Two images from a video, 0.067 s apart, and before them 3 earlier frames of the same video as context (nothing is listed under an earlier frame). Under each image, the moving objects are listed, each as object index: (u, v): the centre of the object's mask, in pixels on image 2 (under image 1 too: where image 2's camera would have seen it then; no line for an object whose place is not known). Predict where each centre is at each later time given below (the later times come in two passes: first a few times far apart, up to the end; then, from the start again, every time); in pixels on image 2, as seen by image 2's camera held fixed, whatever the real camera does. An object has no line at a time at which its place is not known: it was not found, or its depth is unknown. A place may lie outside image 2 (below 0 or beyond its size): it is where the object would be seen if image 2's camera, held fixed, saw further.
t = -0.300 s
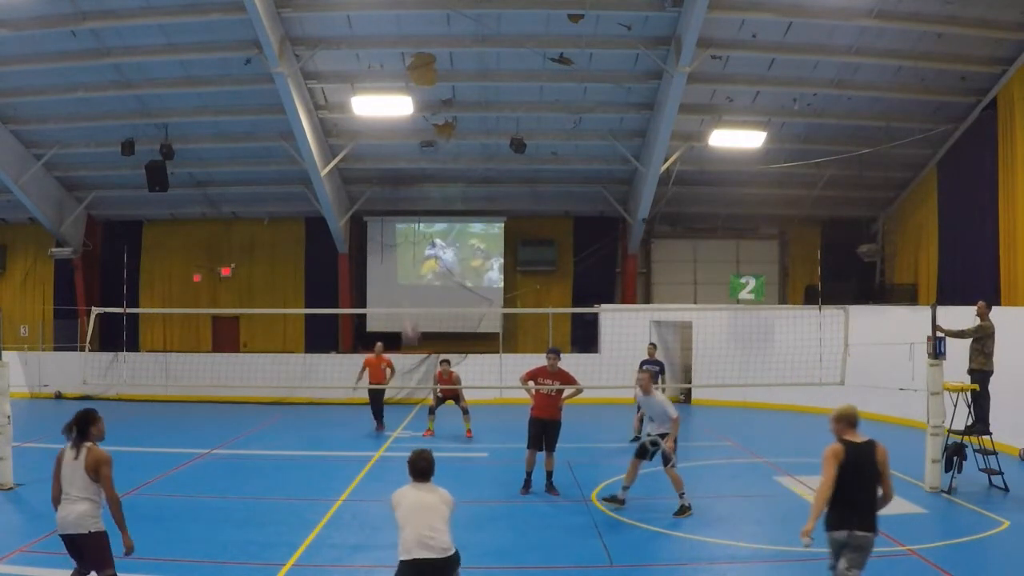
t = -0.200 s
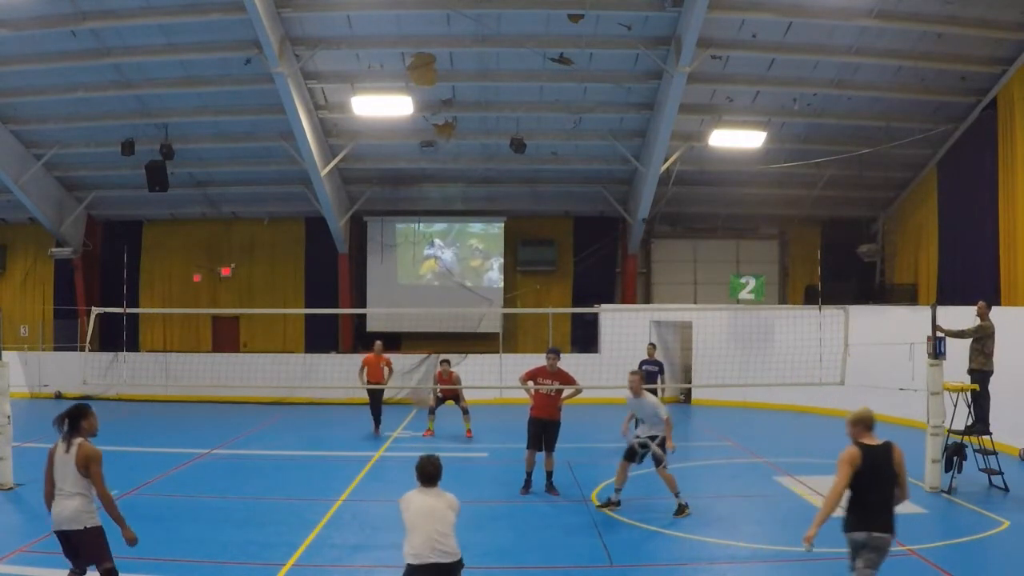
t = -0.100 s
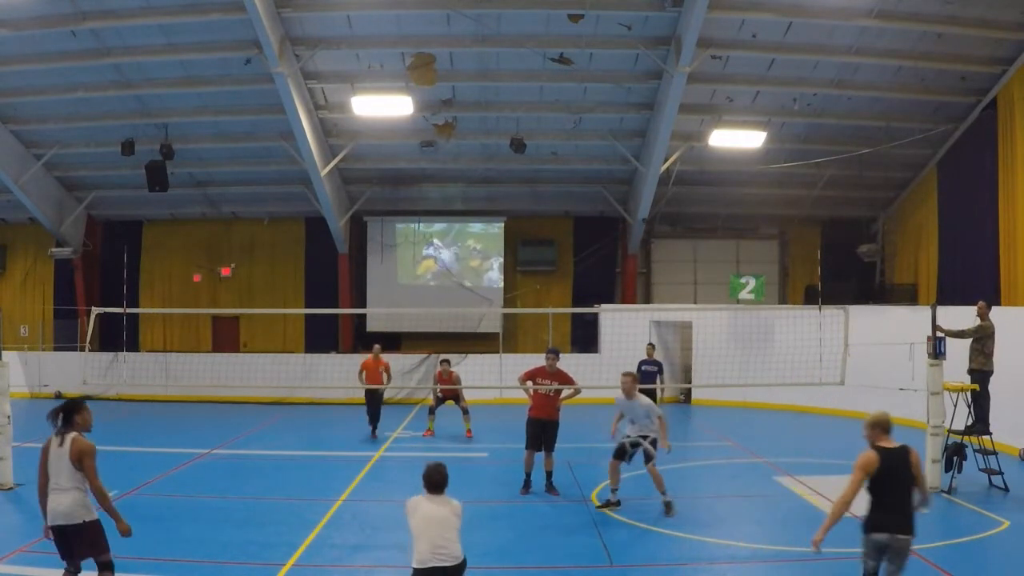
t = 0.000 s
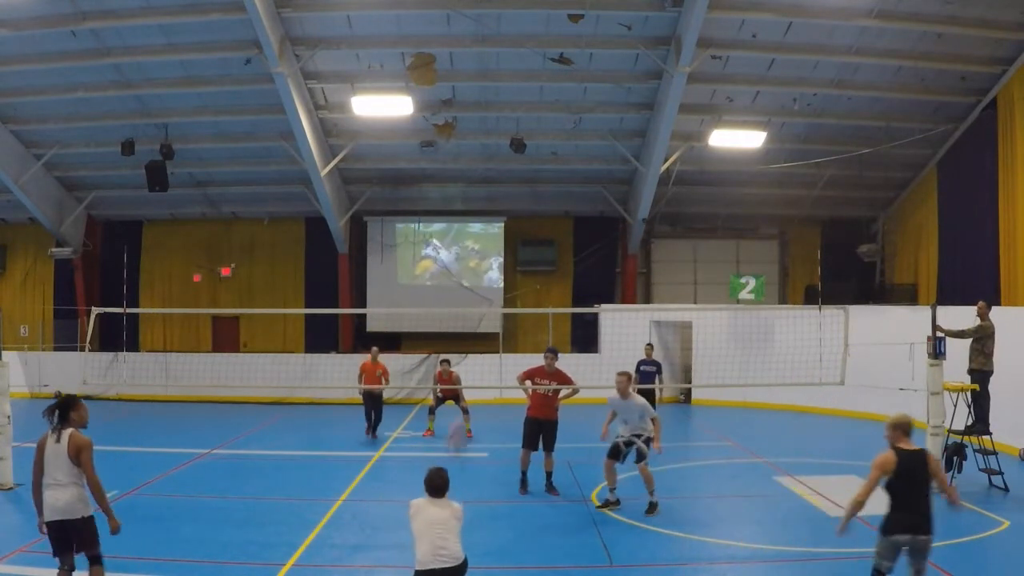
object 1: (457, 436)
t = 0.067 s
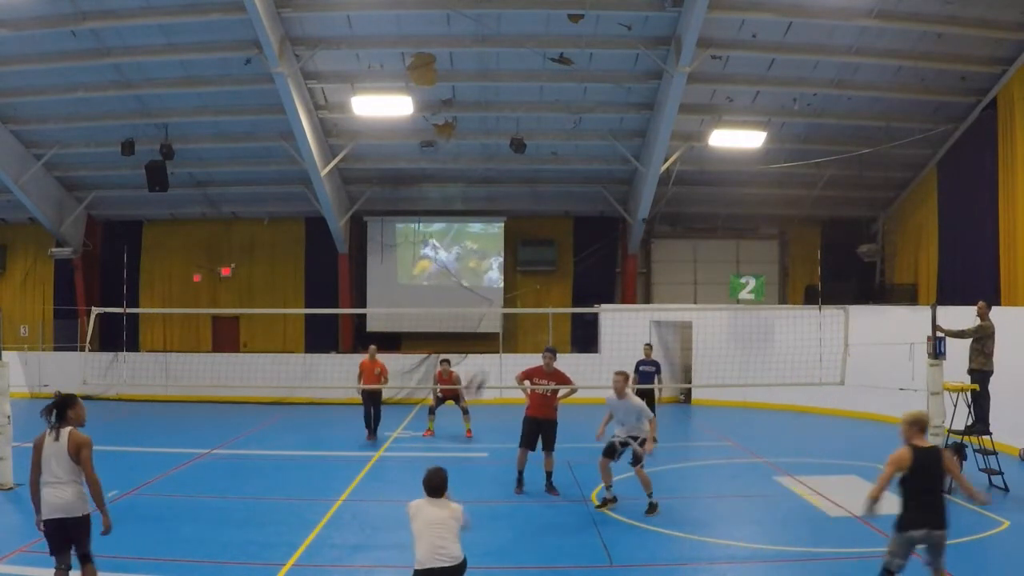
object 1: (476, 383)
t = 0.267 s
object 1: (521, 263)
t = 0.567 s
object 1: (583, 182)
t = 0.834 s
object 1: (633, 191)
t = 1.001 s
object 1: (663, 230)
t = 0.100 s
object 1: (481, 354)
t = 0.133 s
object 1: (487, 341)
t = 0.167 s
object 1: (501, 316)
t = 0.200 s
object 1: (507, 295)
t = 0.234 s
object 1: (514, 279)
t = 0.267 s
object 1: (521, 263)
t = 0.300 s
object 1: (528, 249)
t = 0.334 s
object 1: (537, 234)
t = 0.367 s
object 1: (543, 224)
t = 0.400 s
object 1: (550, 214)
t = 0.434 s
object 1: (557, 205)
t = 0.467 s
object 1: (564, 197)
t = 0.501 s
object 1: (571, 191)
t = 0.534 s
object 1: (577, 186)
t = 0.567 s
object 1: (583, 182)
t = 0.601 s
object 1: (591, 180)
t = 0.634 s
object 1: (597, 178)
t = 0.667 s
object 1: (603, 177)
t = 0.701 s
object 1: (609, 178)
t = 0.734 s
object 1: (615, 181)
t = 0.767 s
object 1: (622, 182)
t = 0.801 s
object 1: (628, 185)
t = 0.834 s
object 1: (633, 191)
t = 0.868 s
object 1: (640, 196)
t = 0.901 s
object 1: (647, 205)
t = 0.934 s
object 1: (652, 212)
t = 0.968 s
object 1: (658, 221)
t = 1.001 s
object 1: (663, 230)
